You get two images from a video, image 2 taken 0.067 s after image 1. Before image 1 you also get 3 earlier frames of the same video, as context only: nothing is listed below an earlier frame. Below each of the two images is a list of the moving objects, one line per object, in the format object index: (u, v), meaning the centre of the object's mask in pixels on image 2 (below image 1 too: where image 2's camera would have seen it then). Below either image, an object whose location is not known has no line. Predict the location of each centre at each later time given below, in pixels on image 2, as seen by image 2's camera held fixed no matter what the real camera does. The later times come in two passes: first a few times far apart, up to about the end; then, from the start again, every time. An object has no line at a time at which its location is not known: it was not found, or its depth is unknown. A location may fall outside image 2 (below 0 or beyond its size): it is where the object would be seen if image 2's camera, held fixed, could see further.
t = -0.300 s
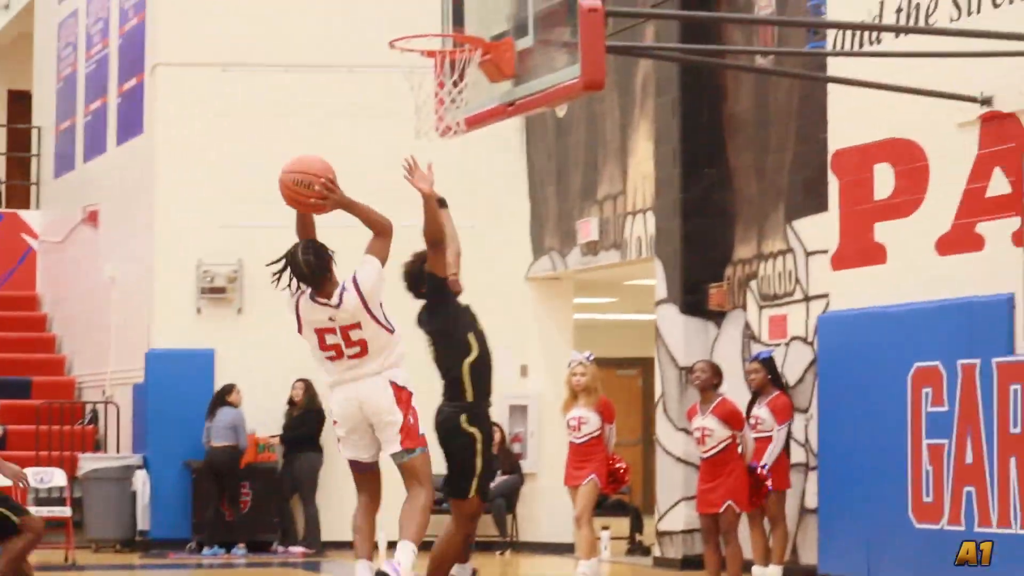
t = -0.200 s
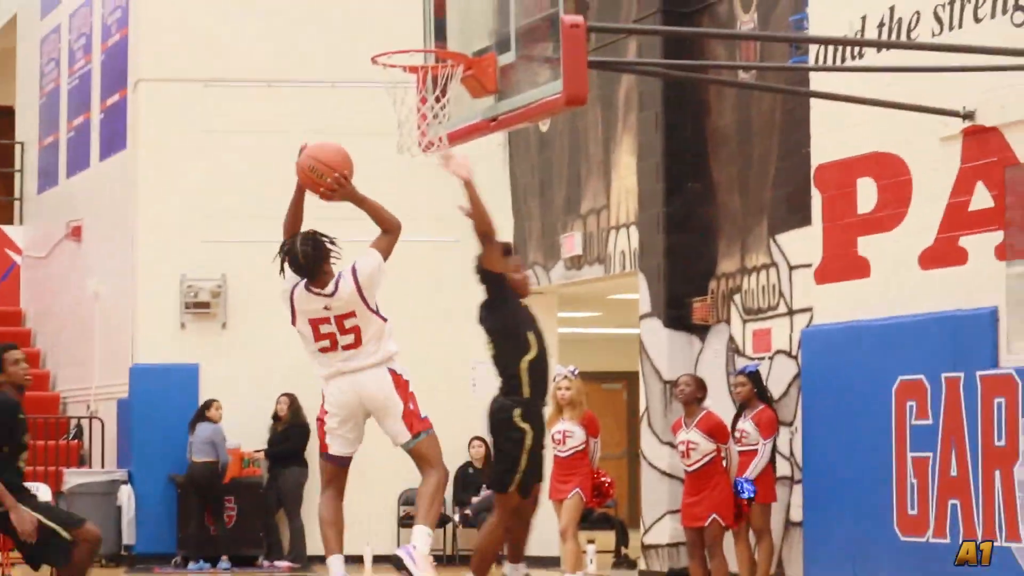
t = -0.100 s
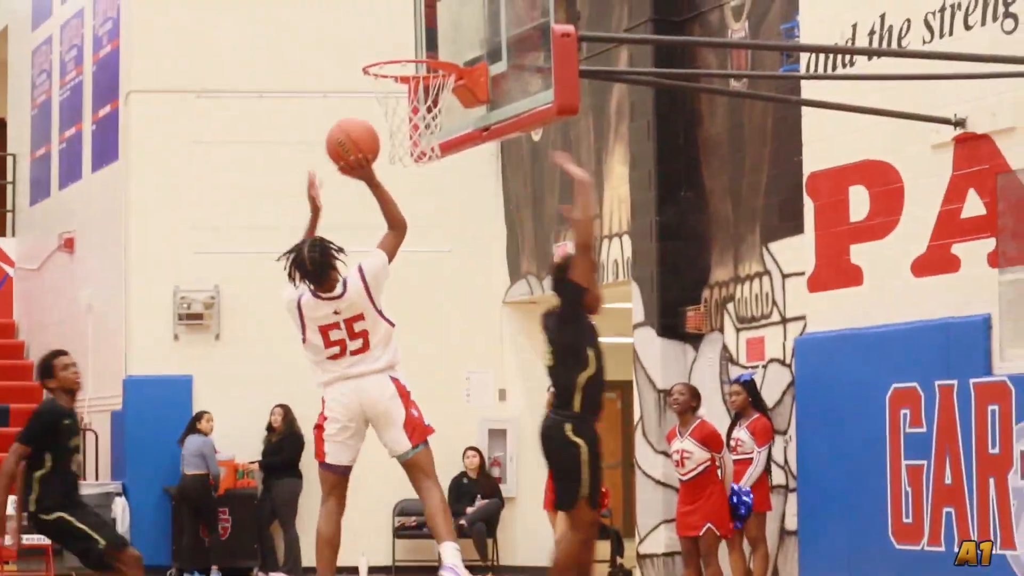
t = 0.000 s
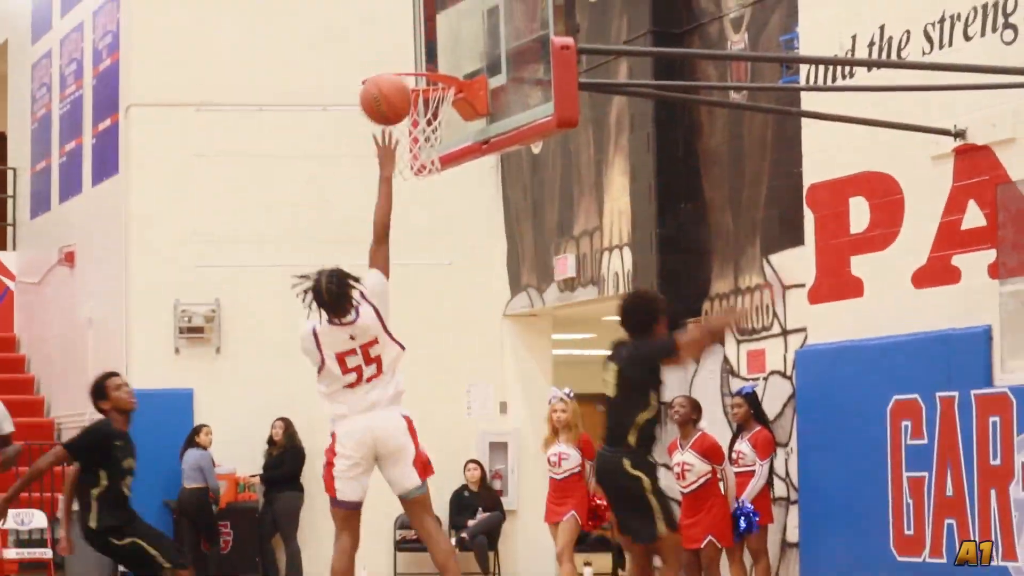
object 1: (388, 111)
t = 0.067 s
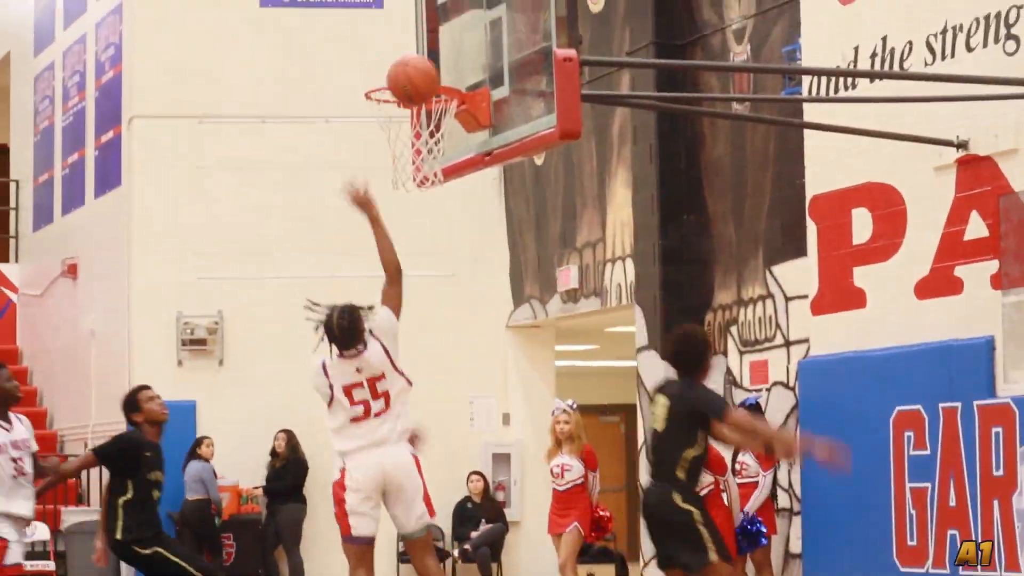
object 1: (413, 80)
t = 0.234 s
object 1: (468, 47)
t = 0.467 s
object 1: (405, 83)
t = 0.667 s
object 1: (387, 138)
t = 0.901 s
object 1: (413, 184)
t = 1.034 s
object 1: (431, 249)
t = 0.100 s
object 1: (424, 68)
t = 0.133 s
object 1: (435, 59)
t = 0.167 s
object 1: (446, 53)
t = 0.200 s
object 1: (456, 48)
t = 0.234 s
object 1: (468, 47)
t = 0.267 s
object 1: (478, 47)
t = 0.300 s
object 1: (487, 49)
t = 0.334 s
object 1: (471, 52)
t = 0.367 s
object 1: (453, 56)
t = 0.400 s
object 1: (437, 63)
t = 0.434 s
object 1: (420, 68)
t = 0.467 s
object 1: (405, 83)
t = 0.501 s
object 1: (401, 89)
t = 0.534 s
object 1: (396, 97)
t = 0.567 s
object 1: (392, 109)
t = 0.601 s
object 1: (390, 119)
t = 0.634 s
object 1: (388, 129)
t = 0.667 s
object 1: (387, 138)
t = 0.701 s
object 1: (390, 144)
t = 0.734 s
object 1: (391, 149)
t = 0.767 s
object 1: (395, 153)
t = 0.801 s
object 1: (399, 159)
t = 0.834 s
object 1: (402, 165)
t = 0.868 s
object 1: (408, 174)
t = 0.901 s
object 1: (413, 184)
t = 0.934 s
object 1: (417, 202)
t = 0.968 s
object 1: (422, 213)
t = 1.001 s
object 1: (427, 230)
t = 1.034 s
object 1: (431, 249)
